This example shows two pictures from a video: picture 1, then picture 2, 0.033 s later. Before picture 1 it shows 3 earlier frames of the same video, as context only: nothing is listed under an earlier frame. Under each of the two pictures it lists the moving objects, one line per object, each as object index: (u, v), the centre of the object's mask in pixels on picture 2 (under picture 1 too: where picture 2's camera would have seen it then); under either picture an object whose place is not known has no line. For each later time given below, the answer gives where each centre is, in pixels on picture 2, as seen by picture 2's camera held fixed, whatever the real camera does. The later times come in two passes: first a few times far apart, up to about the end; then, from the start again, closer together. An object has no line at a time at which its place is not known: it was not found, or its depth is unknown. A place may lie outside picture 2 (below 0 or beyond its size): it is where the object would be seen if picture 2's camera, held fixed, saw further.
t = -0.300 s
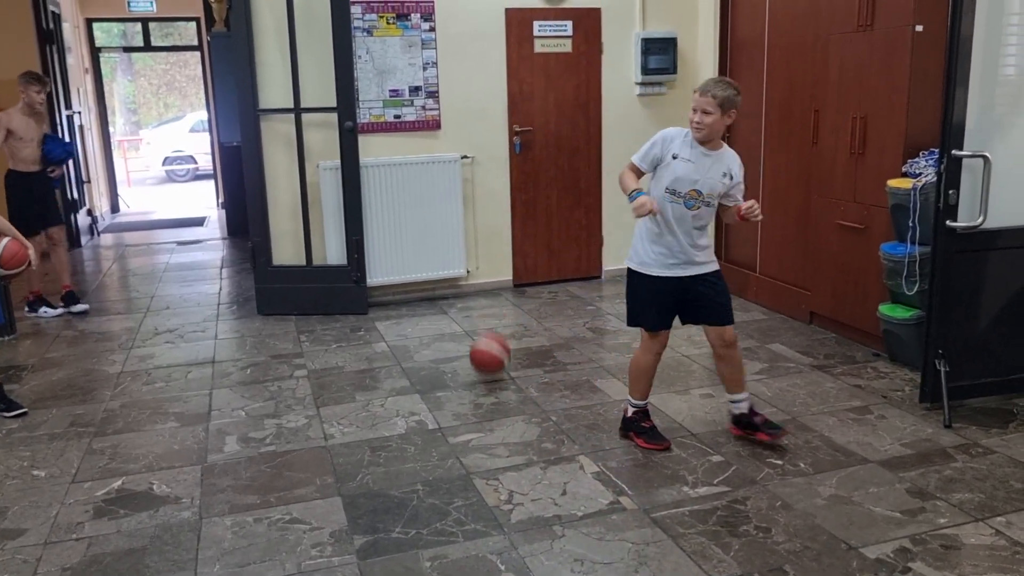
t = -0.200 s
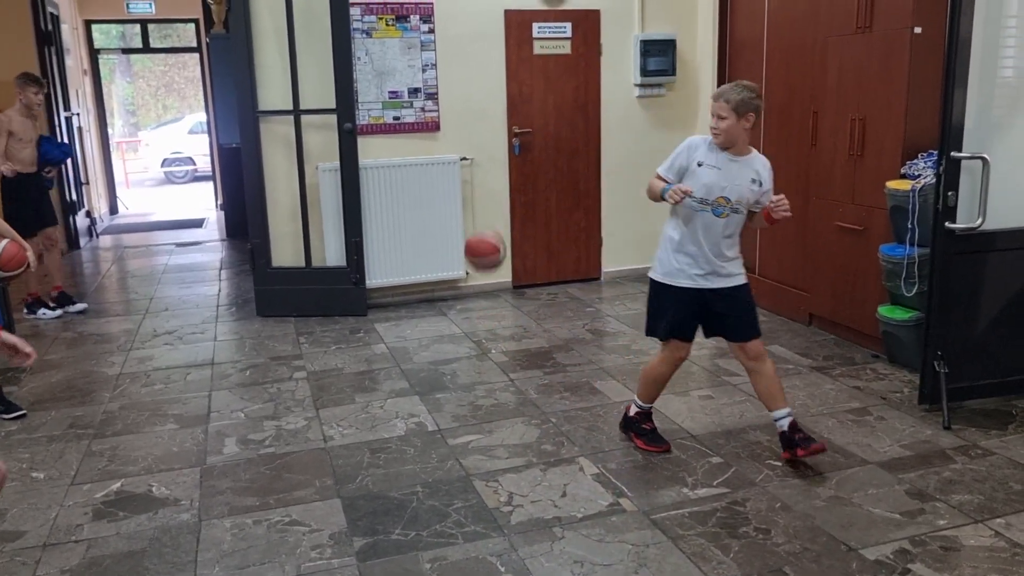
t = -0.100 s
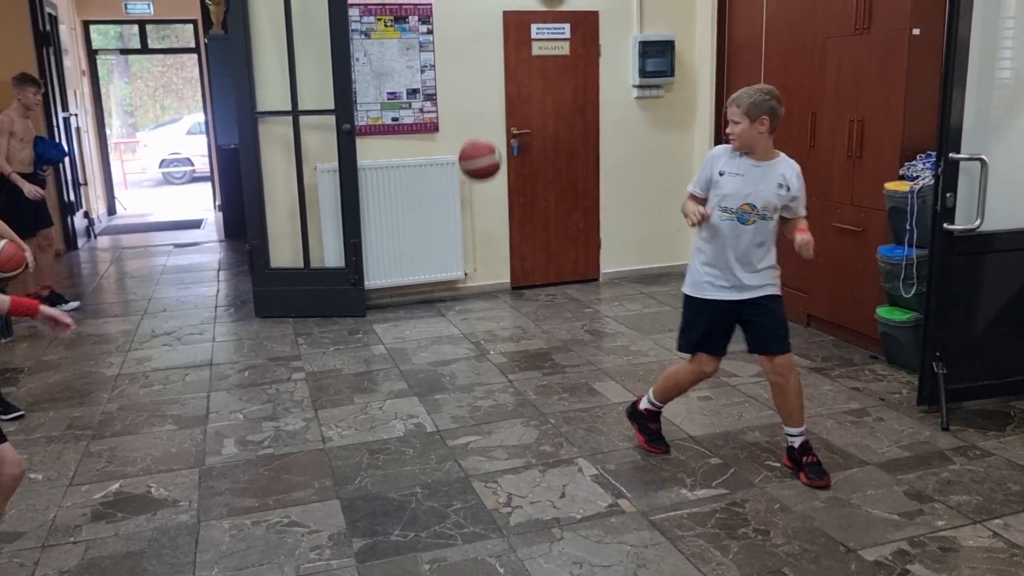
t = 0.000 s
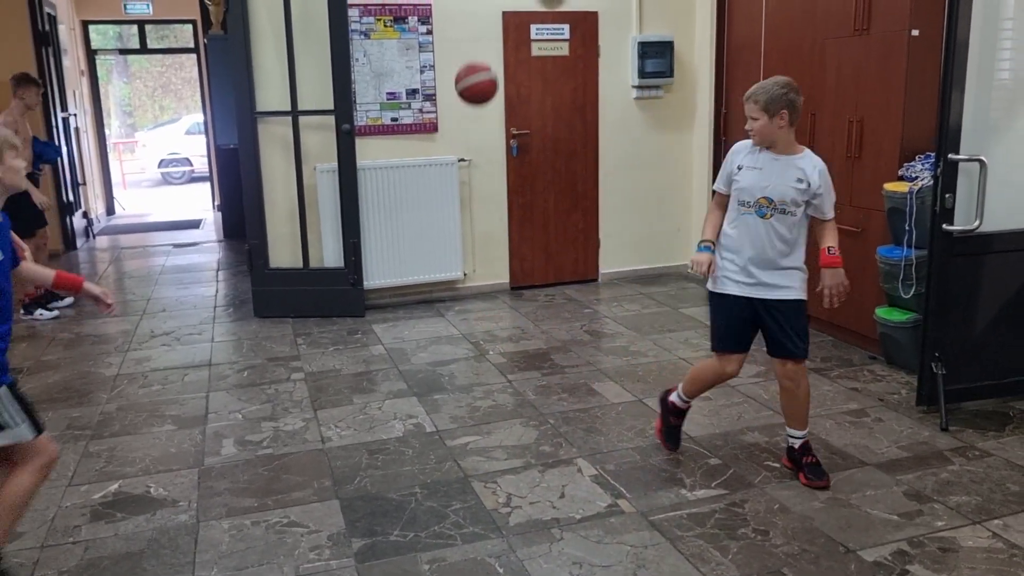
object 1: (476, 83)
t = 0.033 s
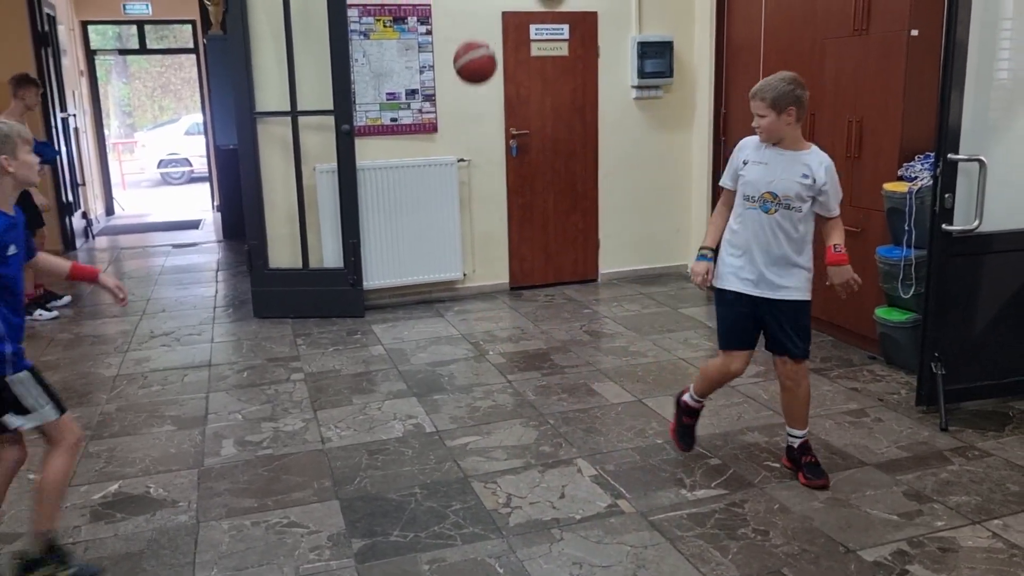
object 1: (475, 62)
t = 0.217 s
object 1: (472, 2)
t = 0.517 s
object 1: (472, 9)
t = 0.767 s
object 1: (476, 150)
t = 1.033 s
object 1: (480, 305)
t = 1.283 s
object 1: (473, 146)
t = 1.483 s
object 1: (470, 97)
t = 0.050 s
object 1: (474, 52)
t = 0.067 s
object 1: (474, 43)
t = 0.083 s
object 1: (474, 34)
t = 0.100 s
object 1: (473, 26)
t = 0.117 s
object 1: (473, 19)
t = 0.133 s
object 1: (473, 15)
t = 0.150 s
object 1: (473, 11)
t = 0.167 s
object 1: (472, 8)
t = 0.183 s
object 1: (472, 6)
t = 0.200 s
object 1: (472, 3)
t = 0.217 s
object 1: (472, 2)
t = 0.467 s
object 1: (472, 2)
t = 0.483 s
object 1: (471, 4)
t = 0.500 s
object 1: (472, 6)
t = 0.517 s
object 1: (472, 9)
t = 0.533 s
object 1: (472, 12)
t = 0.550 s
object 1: (472, 16)
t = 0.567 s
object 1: (472, 23)
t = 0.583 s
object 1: (472, 31)
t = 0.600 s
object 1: (473, 39)
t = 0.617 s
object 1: (473, 48)
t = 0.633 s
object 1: (473, 58)
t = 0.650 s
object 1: (473, 68)
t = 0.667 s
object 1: (474, 78)
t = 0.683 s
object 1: (474, 89)
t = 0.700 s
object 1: (475, 101)
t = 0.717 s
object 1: (475, 112)
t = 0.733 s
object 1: (475, 125)
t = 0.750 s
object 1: (476, 137)
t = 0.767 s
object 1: (476, 150)
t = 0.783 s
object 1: (477, 164)
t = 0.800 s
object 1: (477, 178)
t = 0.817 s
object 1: (478, 192)
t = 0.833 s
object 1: (479, 207)
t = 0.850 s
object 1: (479, 221)
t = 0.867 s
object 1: (480, 237)
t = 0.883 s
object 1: (480, 252)
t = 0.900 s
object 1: (480, 268)
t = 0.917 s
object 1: (481, 285)
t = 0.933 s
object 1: (481, 302)
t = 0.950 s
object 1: (481, 318)
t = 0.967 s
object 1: (482, 336)
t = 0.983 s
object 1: (482, 347)
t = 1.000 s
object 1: (481, 333)
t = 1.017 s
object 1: (481, 318)
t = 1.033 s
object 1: (480, 305)
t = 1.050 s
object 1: (480, 291)
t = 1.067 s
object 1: (480, 278)
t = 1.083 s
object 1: (479, 264)
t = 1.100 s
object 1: (478, 252)
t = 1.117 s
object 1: (477, 240)
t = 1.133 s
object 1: (477, 229)
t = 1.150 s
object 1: (476, 218)
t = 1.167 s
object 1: (476, 207)
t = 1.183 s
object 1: (476, 197)
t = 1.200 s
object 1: (475, 187)
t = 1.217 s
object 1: (475, 178)
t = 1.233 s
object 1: (474, 170)
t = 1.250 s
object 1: (474, 162)
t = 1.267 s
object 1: (473, 154)
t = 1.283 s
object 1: (473, 146)
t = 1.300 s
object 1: (472, 140)
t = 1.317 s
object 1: (472, 133)
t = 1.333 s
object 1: (472, 127)
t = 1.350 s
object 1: (472, 122)
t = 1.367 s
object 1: (471, 117)
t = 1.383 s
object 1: (471, 112)
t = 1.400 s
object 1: (471, 108)
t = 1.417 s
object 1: (471, 105)
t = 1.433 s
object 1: (470, 102)
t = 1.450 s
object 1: (470, 100)
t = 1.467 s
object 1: (470, 98)
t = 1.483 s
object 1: (470, 97)
